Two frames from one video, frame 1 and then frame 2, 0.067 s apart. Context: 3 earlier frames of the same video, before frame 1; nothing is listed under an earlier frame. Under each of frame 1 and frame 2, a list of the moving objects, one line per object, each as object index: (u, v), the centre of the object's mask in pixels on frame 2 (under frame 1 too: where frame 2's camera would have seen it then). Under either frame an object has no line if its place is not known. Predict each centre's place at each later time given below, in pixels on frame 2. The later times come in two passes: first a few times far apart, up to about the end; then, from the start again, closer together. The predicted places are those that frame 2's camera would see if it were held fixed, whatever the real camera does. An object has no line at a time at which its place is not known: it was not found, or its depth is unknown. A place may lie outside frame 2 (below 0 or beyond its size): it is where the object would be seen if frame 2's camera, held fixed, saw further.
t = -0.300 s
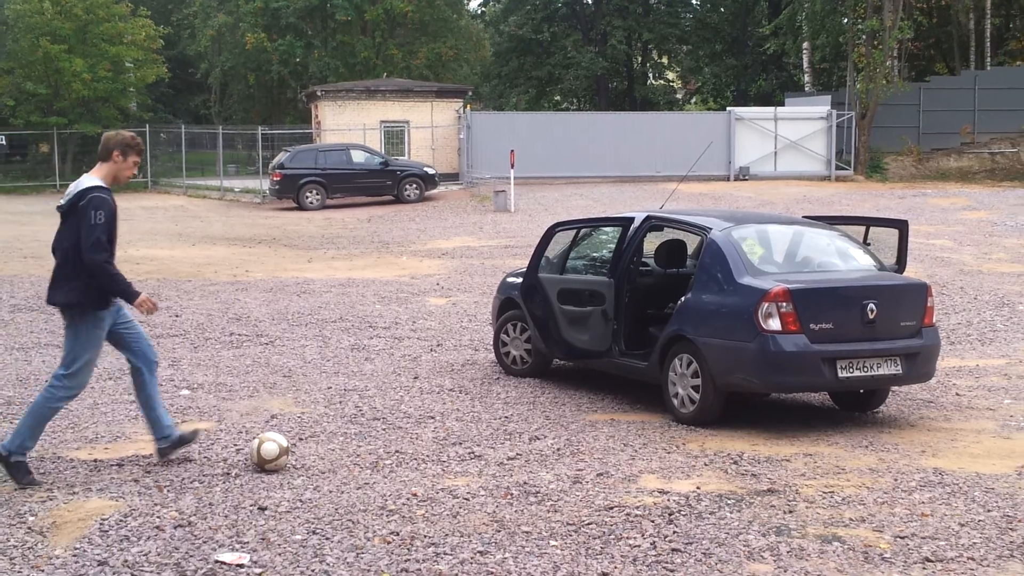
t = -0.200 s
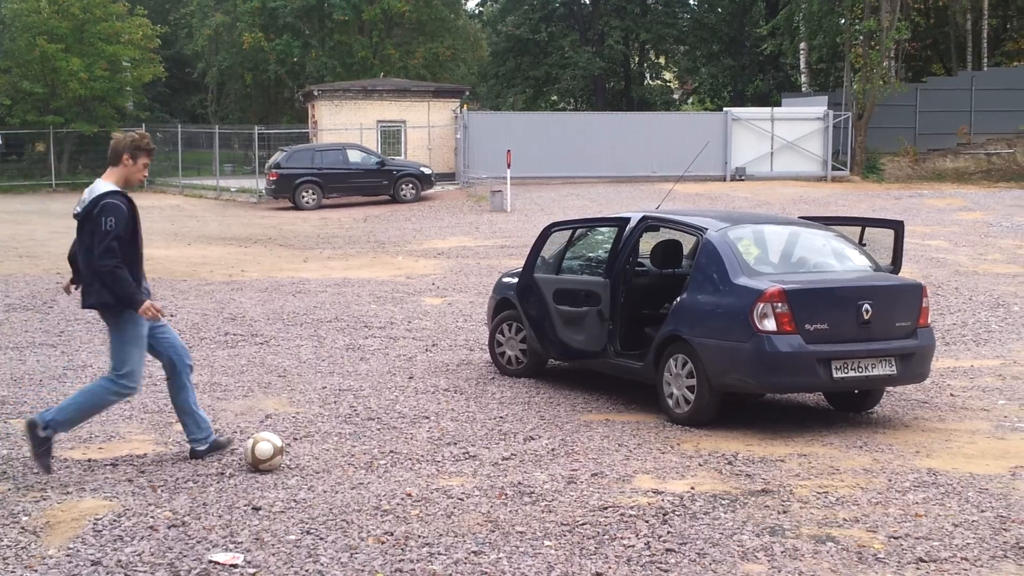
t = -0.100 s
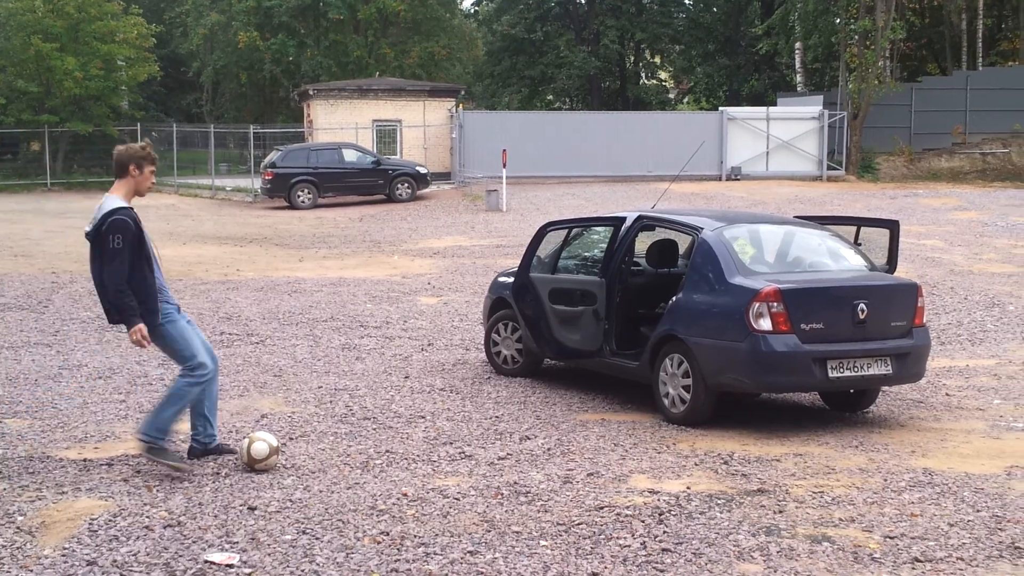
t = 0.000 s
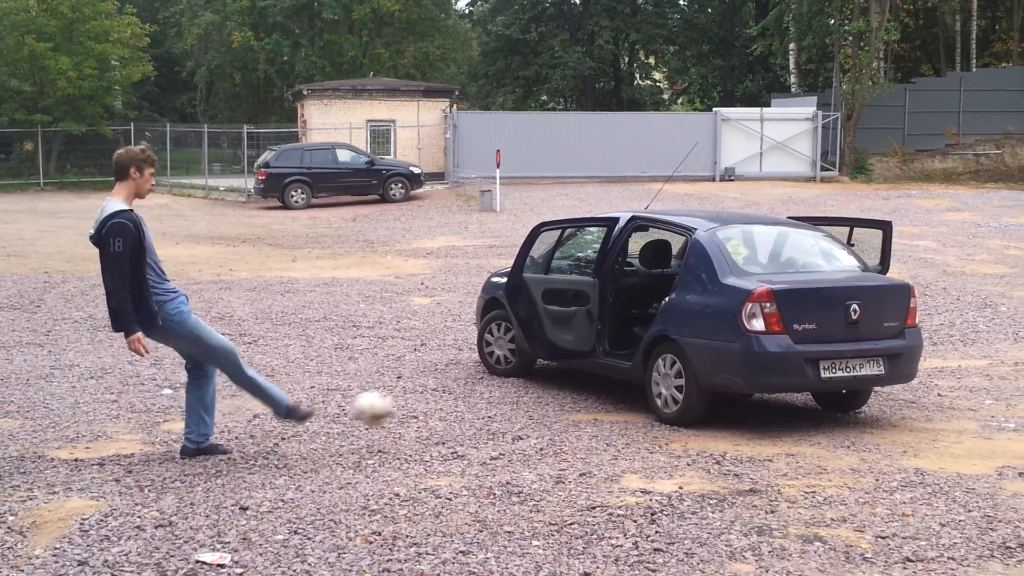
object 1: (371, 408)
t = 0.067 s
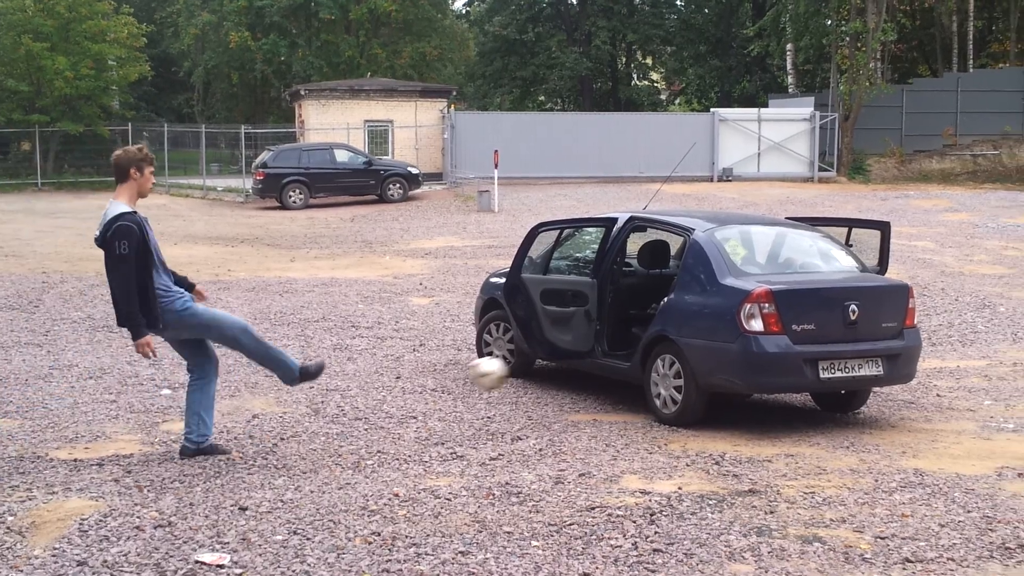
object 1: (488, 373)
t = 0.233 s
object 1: (581, 294)
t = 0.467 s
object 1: (697, 260)
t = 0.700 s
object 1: (842, 306)
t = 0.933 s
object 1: (1023, 473)
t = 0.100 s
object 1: (540, 360)
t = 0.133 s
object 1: (589, 349)
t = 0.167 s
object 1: (631, 339)
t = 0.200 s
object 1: (605, 315)
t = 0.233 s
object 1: (581, 294)
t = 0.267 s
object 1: (596, 285)
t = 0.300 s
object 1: (611, 277)
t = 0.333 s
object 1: (627, 271)
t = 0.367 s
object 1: (644, 266)
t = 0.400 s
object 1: (660, 262)
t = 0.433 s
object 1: (678, 260)
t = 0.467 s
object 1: (697, 260)
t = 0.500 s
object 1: (716, 261)
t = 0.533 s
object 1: (733, 264)
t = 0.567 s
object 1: (752, 268)
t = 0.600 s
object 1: (774, 275)
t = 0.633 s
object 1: (796, 283)
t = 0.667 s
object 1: (818, 294)
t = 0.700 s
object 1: (842, 306)
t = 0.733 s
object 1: (866, 323)
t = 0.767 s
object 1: (889, 342)
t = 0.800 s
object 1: (911, 360)
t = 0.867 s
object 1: (965, 409)
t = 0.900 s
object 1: (993, 438)
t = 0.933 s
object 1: (1023, 473)
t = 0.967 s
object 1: (1039, 501)
